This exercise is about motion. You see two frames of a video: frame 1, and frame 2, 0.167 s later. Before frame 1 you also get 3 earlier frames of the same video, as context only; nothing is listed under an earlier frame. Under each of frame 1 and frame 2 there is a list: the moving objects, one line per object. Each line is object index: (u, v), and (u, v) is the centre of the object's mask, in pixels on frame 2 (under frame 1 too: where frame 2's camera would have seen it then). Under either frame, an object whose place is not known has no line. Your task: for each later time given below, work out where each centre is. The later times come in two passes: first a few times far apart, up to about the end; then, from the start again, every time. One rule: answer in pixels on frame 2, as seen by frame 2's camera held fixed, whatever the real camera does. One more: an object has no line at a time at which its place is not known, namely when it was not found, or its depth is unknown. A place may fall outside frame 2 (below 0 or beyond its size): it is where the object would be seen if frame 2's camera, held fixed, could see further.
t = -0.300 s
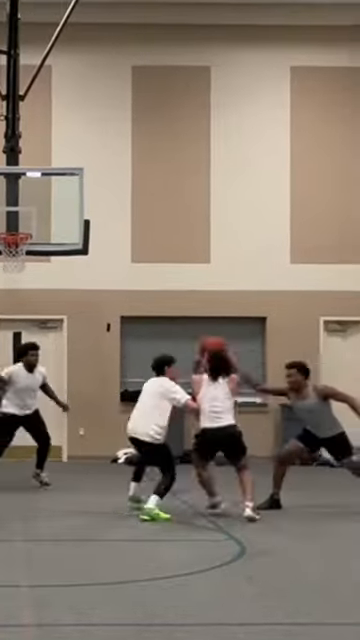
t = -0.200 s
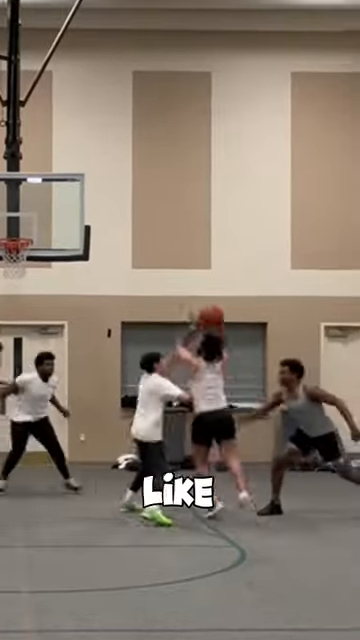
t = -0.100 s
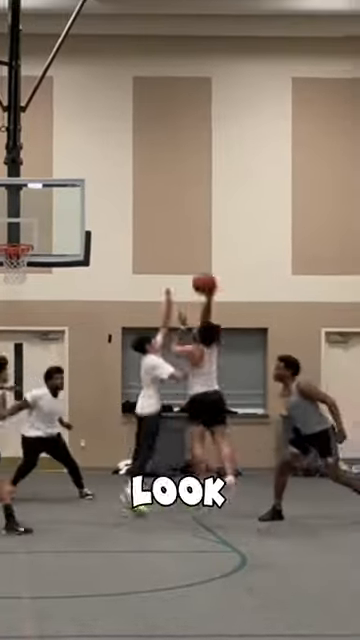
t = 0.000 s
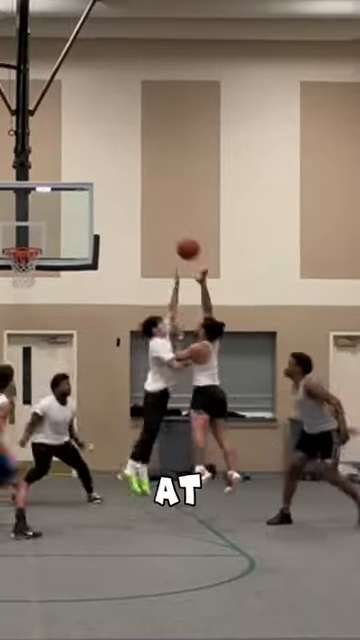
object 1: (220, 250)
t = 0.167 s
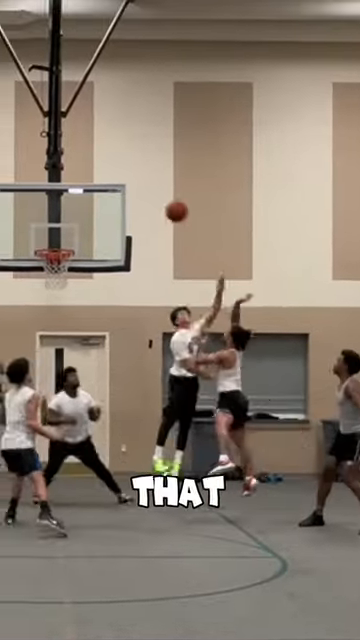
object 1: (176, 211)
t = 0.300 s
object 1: (144, 200)
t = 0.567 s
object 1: (87, 223)
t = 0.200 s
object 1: (168, 207)
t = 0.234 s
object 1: (160, 203)
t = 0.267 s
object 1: (152, 201)
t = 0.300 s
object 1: (144, 200)
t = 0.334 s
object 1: (136, 200)
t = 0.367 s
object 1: (129, 200)
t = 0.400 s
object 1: (122, 202)
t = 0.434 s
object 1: (115, 205)
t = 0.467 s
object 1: (107, 208)
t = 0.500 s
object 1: (100, 212)
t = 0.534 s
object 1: (93, 217)
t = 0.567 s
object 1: (87, 223)
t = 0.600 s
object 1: (80, 230)
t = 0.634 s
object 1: (74, 237)
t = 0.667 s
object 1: (68, 245)
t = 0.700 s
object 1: (63, 247)
